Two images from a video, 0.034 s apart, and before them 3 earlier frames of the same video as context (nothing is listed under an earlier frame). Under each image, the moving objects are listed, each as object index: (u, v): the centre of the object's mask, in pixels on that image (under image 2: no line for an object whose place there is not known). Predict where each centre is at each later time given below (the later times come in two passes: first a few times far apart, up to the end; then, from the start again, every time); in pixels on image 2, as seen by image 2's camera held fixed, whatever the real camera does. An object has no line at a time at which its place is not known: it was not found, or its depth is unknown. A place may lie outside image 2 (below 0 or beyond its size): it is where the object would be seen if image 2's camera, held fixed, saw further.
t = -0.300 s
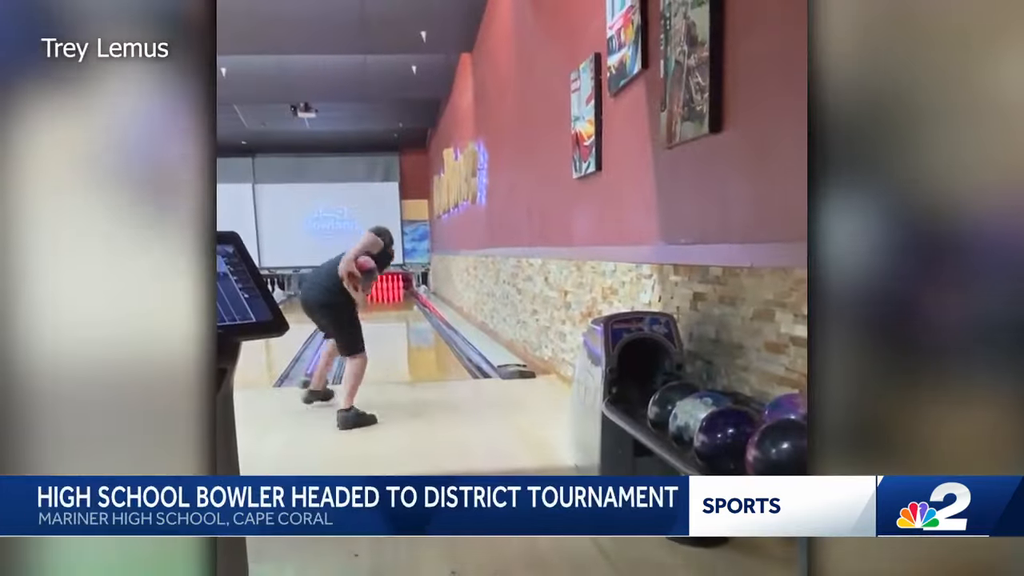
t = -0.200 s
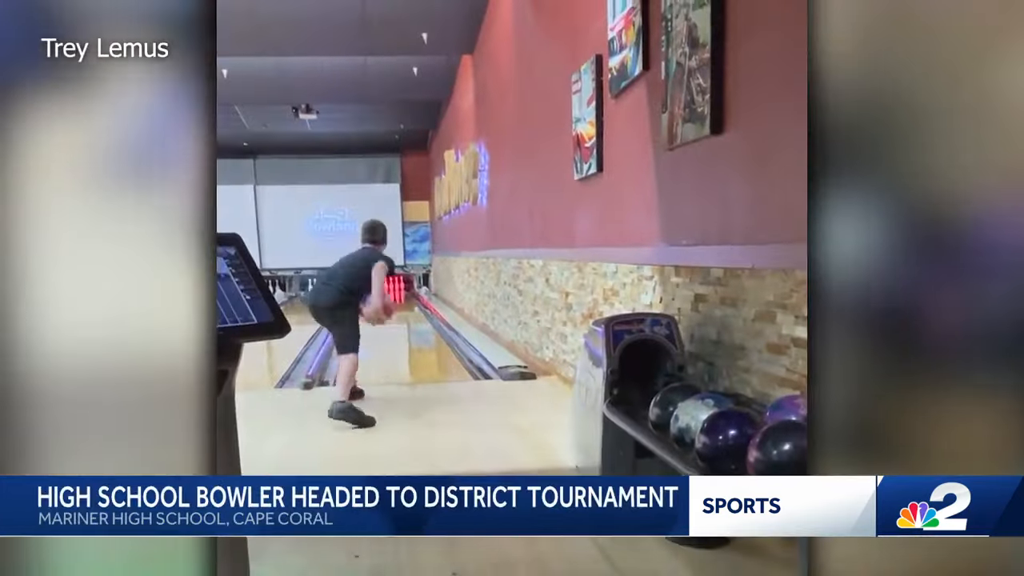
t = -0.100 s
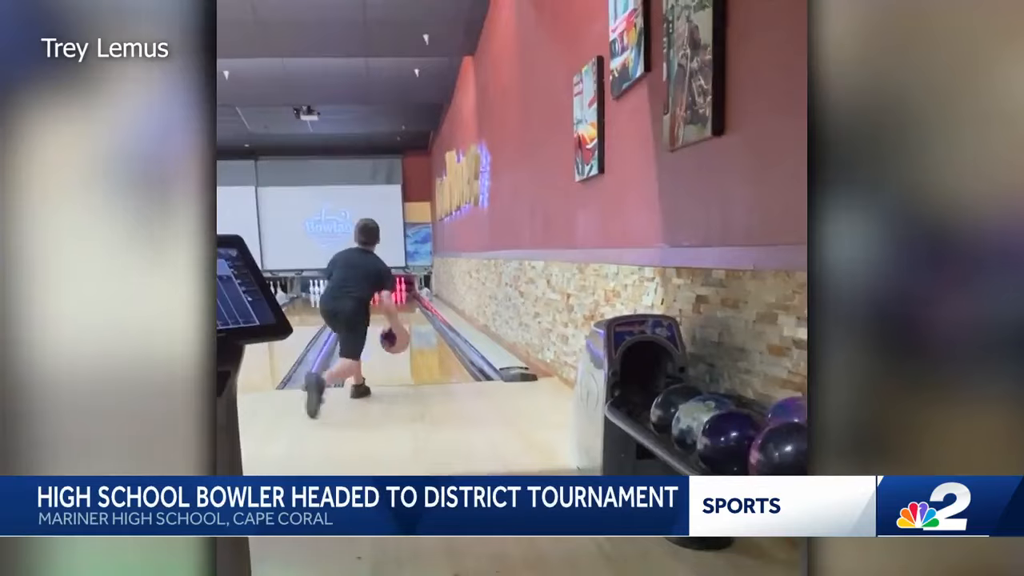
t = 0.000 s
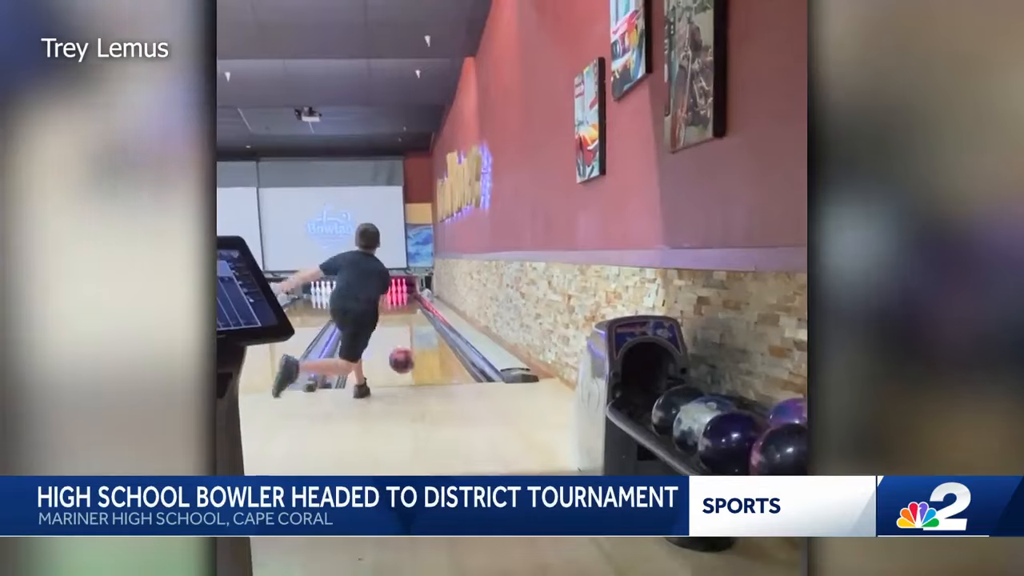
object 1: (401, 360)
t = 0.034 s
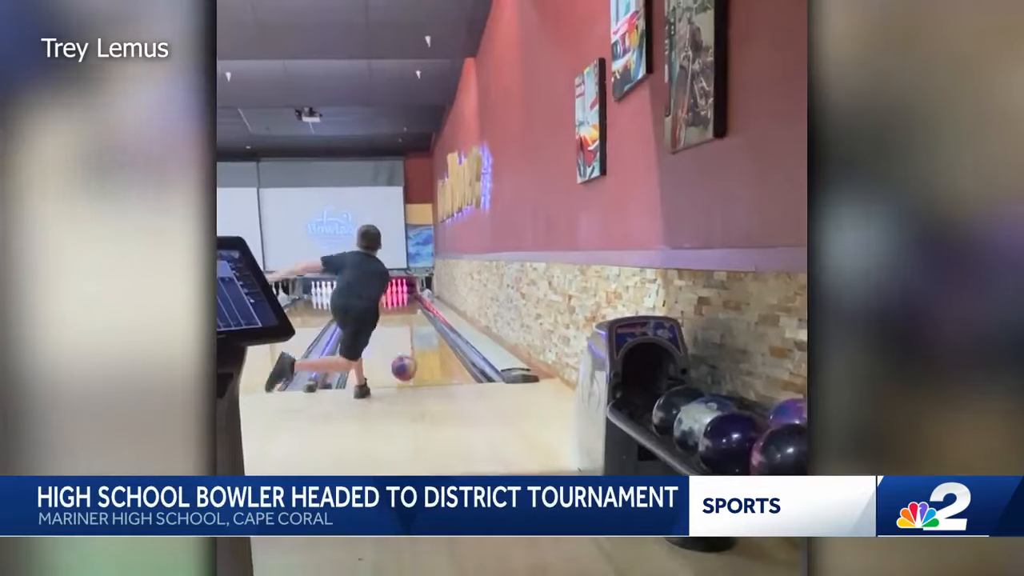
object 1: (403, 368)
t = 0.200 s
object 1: (407, 353)
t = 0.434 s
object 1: (410, 337)
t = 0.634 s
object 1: (412, 327)
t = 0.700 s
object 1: (412, 324)
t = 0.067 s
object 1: (404, 363)
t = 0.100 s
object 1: (405, 358)
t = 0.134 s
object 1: (405, 355)
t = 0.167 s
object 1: (406, 354)
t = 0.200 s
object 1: (407, 353)
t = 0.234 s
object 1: (407, 349)
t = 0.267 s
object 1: (408, 347)
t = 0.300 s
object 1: (408, 345)
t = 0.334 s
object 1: (408, 344)
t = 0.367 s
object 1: (409, 340)
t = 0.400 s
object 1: (410, 338)
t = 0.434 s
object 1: (410, 337)
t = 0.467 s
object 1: (410, 335)
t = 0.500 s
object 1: (411, 333)
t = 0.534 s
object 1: (411, 331)
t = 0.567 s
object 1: (411, 330)
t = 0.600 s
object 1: (411, 329)
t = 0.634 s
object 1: (412, 327)
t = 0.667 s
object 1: (412, 326)
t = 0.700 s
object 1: (412, 324)
